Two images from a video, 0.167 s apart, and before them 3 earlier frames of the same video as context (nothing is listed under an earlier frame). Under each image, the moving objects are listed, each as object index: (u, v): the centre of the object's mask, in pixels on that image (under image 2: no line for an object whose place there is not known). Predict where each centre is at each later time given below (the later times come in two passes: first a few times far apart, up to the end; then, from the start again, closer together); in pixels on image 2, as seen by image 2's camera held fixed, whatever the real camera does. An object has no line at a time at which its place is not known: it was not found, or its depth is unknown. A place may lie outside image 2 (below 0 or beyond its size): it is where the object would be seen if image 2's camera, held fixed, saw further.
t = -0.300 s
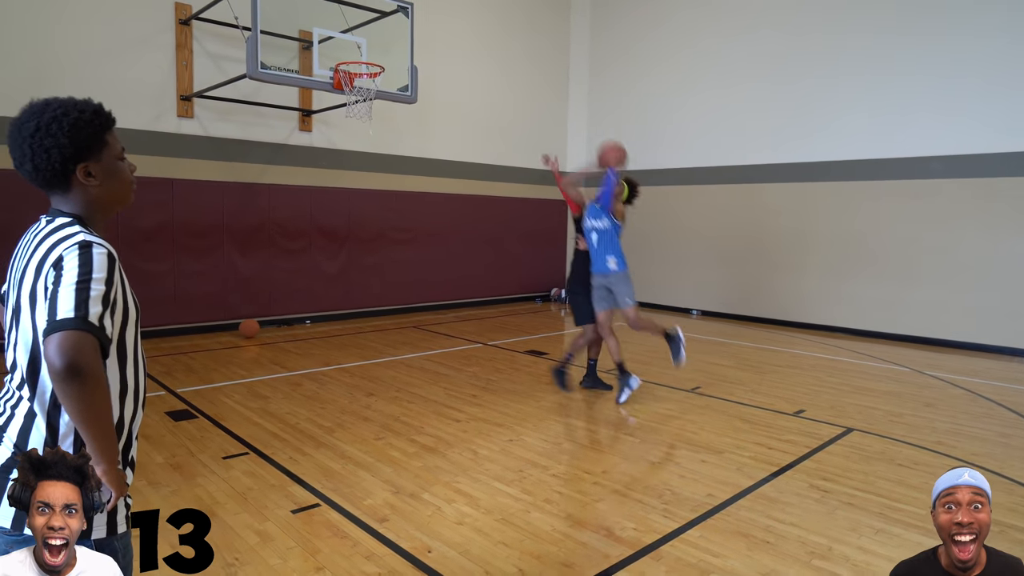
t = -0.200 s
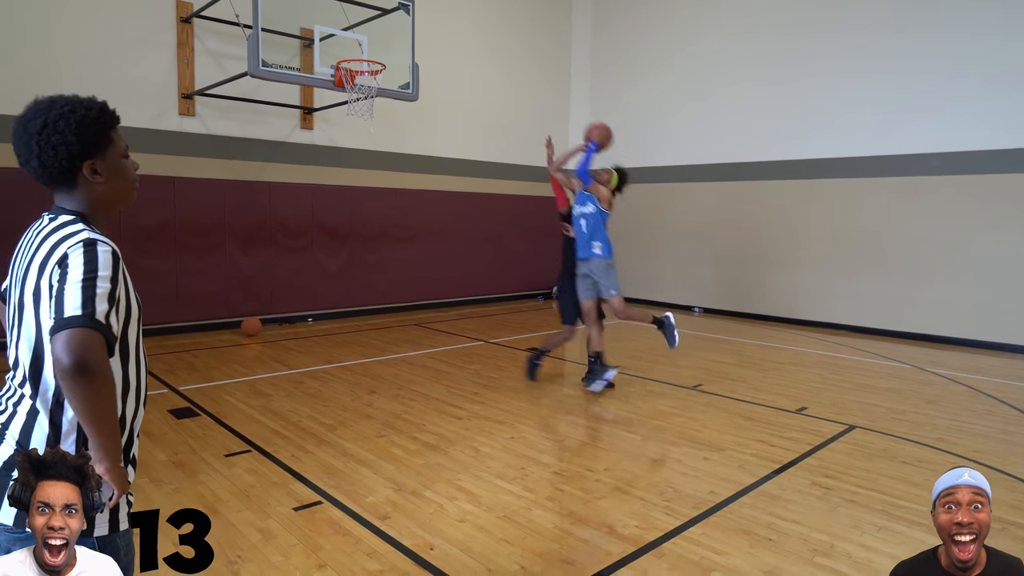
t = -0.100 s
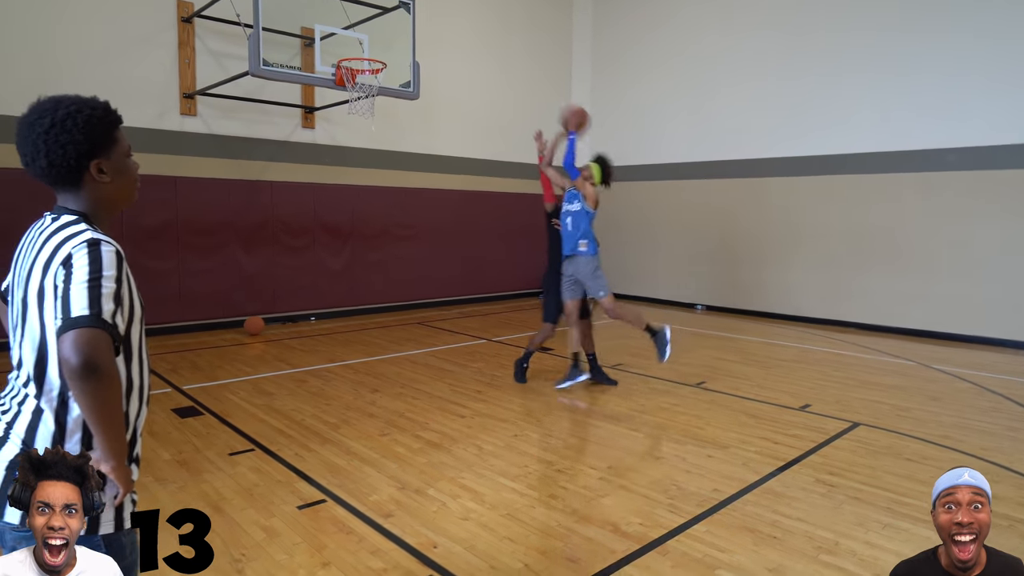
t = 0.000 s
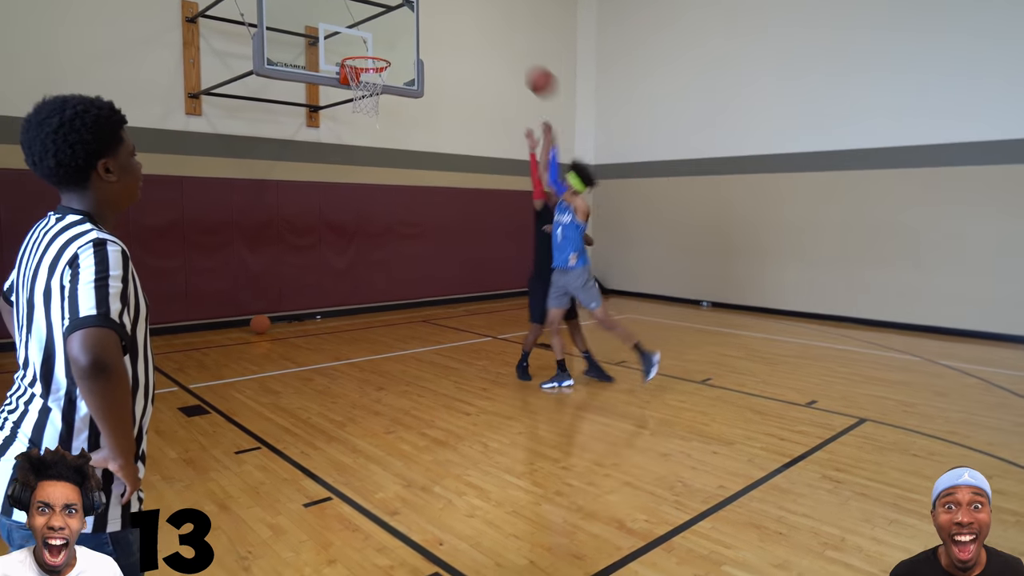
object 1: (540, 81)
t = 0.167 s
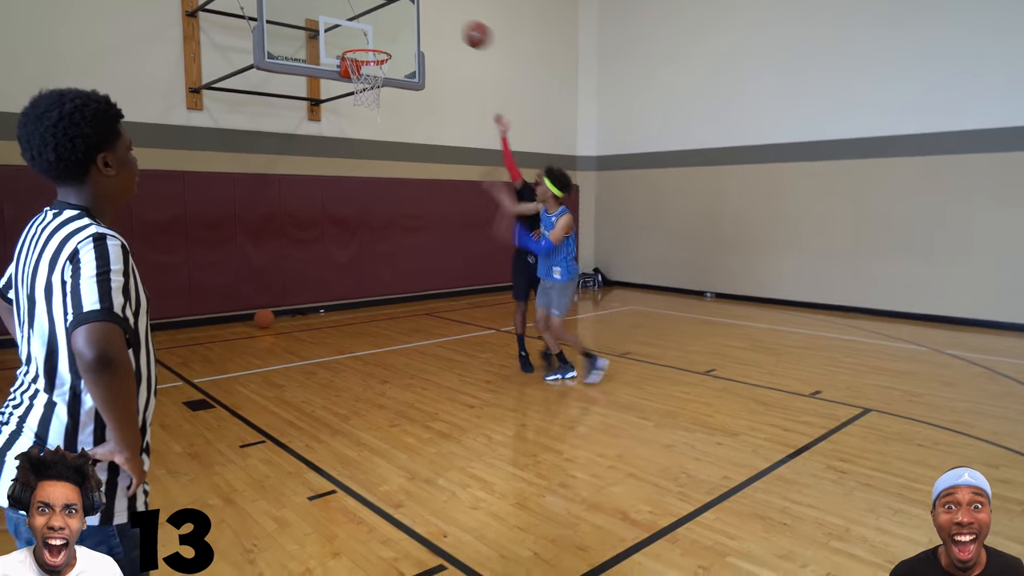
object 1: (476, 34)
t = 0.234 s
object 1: (451, 29)
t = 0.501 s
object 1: (365, 49)
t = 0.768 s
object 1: (305, 30)
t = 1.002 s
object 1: (264, 50)
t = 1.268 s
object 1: (213, 155)
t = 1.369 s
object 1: (194, 217)
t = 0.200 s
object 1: (463, 31)
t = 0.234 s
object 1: (451, 29)
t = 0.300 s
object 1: (428, 28)
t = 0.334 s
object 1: (417, 29)
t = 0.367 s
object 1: (406, 32)
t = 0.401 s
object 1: (395, 35)
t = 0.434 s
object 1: (385, 39)
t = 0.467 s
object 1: (375, 43)
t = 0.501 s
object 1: (365, 49)
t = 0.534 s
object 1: (357, 43)
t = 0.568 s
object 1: (350, 38)
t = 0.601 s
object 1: (342, 35)
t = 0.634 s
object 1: (335, 32)
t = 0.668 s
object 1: (327, 31)
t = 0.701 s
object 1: (320, 30)
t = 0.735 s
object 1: (312, 30)
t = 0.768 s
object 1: (305, 30)
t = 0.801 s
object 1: (300, 29)
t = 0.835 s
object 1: (294, 30)
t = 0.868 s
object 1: (288, 31)
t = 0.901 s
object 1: (283, 34)
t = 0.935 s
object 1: (276, 38)
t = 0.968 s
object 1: (271, 43)
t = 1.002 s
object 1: (264, 50)
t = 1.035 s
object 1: (259, 57)
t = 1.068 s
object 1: (252, 66)
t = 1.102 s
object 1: (246, 76)
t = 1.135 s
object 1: (239, 89)
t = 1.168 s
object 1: (233, 103)
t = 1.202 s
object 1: (226, 118)
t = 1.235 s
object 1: (220, 136)
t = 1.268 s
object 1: (213, 155)
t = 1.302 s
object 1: (206, 171)
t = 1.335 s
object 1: (200, 193)
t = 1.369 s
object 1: (194, 217)
